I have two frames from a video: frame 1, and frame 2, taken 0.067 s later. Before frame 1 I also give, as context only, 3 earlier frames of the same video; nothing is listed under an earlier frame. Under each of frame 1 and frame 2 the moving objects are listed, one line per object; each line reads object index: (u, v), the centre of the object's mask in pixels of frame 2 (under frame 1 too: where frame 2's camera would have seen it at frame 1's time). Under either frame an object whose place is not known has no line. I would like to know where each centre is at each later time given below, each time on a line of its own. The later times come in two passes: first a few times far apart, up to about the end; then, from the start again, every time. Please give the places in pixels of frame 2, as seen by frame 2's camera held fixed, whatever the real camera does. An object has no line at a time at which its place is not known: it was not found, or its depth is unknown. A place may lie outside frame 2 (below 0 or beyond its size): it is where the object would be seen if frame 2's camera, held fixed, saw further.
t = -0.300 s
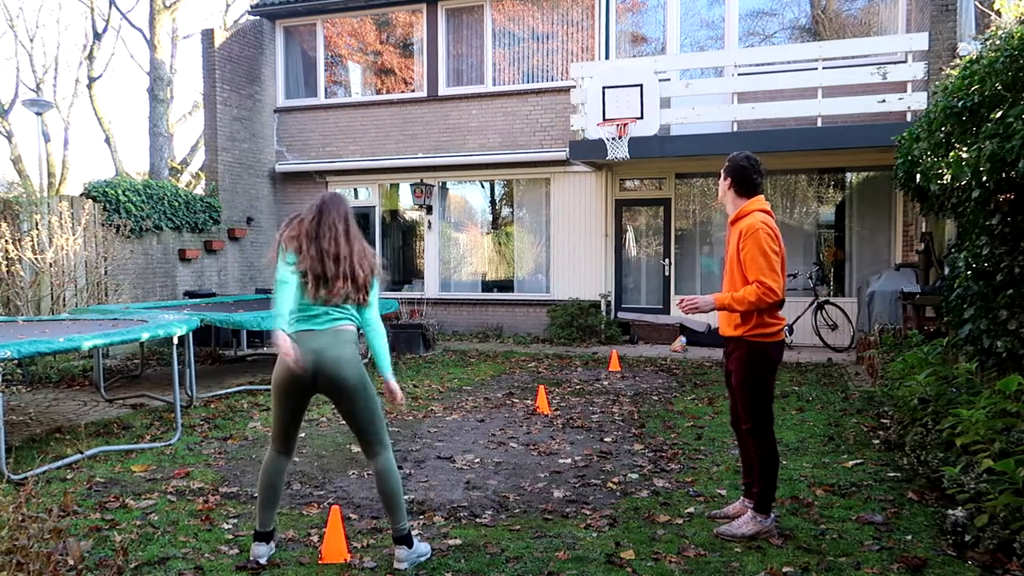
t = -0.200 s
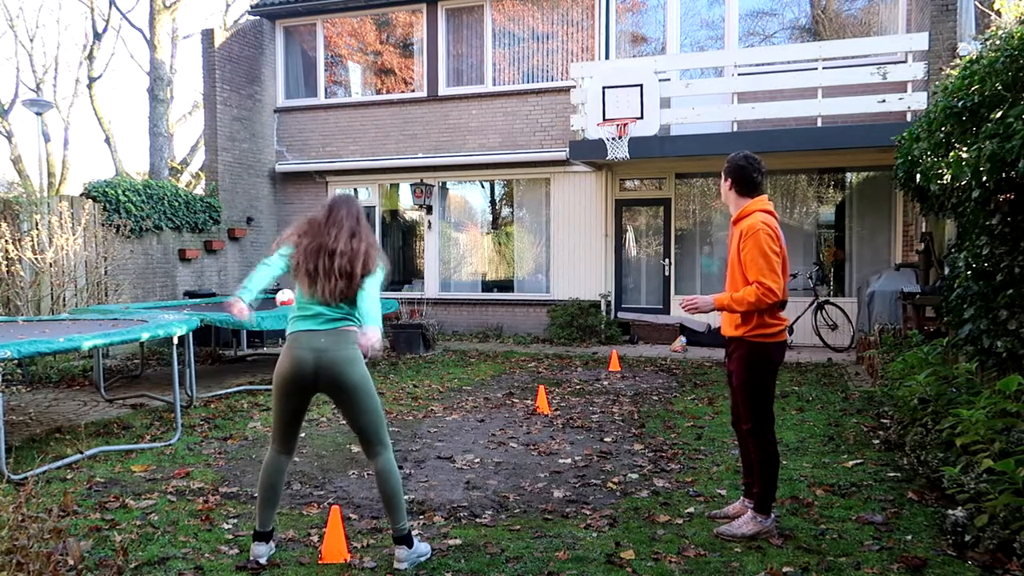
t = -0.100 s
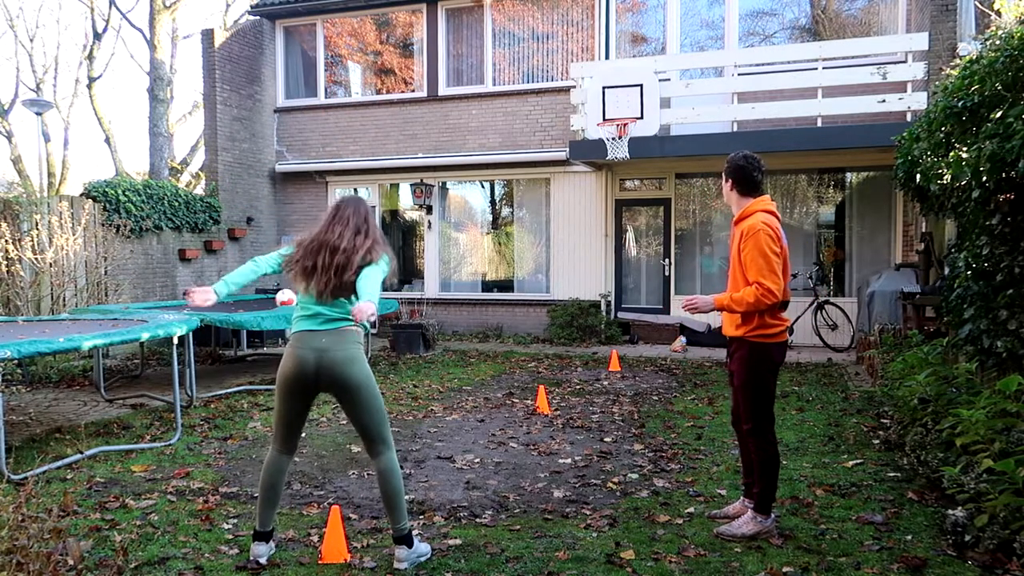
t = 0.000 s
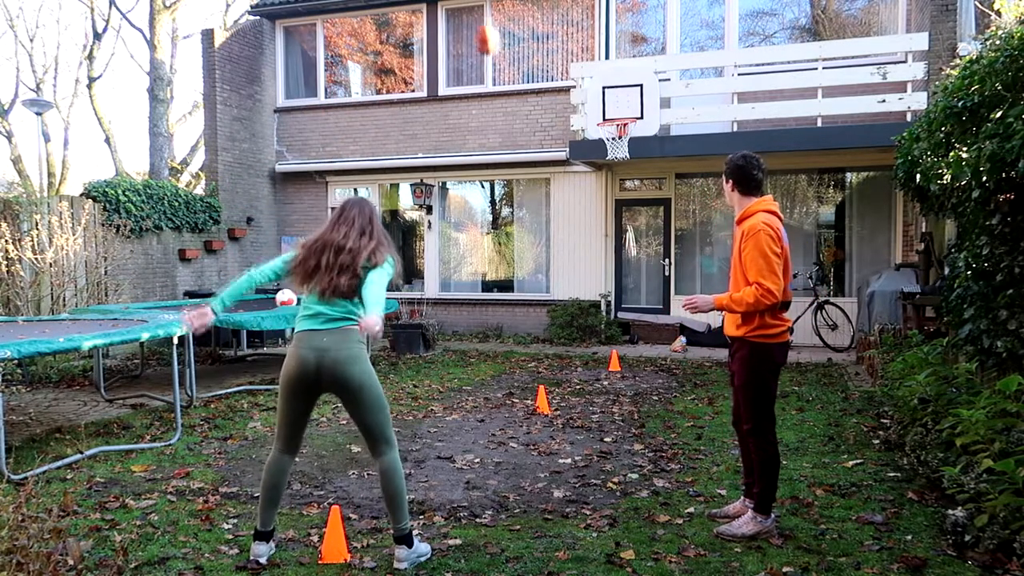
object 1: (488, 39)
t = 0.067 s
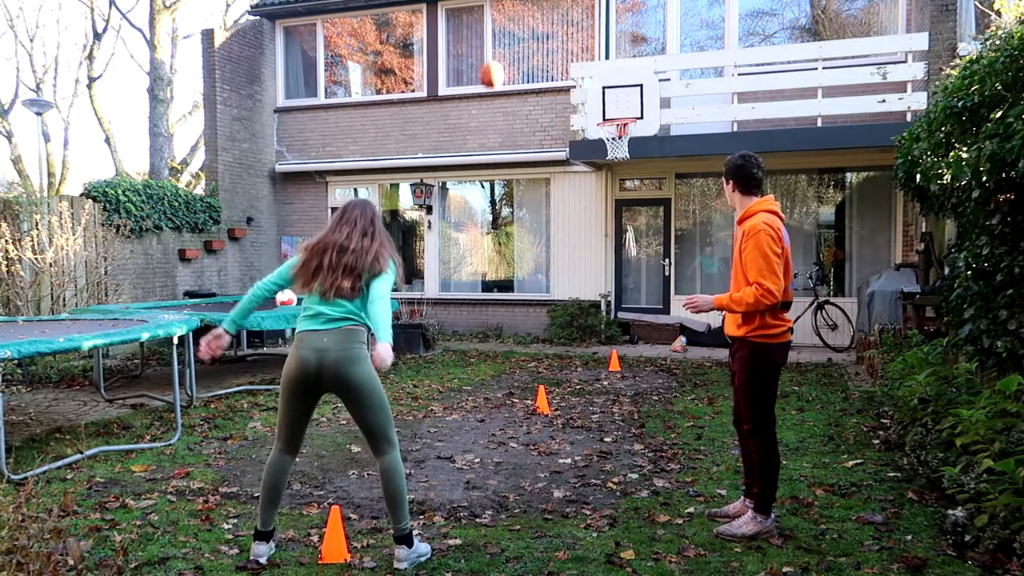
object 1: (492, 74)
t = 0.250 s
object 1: (502, 184)
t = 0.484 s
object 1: (511, 345)
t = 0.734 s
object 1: (518, 273)
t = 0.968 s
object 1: (523, 223)
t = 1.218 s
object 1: (527, 216)
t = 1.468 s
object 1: (533, 258)
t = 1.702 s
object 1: (537, 334)
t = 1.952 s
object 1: (541, 284)
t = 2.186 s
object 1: (544, 265)
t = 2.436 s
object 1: (546, 281)
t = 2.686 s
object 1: (535, 320)
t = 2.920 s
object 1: (528, 308)
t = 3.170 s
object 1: (521, 303)
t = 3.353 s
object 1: (515, 325)
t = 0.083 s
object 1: (493, 86)
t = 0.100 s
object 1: (494, 95)
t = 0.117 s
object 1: (495, 104)
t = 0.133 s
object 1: (496, 110)
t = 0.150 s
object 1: (497, 122)
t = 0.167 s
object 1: (498, 133)
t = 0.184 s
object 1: (499, 144)
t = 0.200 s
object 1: (499, 153)
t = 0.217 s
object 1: (501, 162)
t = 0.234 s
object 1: (501, 172)
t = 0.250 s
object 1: (502, 184)
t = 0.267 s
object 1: (503, 195)
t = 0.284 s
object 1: (503, 208)
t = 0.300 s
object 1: (503, 215)
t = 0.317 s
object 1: (504, 226)
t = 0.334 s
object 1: (504, 237)
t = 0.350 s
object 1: (505, 248)
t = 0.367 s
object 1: (507, 262)
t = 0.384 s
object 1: (507, 275)
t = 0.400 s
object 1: (508, 288)
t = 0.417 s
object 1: (508, 294)
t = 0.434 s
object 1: (509, 310)
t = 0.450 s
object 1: (511, 317)
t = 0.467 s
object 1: (511, 331)
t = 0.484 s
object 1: (511, 345)
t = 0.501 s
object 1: (511, 357)
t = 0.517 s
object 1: (513, 360)
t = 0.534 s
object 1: (512, 356)
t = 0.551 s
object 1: (513, 350)
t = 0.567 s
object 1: (514, 340)
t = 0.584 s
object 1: (513, 331)
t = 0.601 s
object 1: (514, 323)
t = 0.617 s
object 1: (515, 318)
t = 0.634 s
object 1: (515, 312)
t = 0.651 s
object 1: (516, 305)
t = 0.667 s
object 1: (516, 297)
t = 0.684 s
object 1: (516, 290)
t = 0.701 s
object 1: (517, 284)
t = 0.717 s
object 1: (518, 279)
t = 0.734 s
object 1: (518, 273)
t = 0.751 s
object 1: (518, 268)
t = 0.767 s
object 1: (518, 264)
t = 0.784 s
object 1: (519, 259)
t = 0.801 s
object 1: (519, 254)
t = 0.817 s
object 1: (519, 249)
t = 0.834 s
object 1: (520, 246)
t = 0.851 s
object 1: (520, 242)
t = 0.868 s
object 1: (520, 239)
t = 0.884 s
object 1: (521, 235)
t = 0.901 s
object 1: (521, 232)
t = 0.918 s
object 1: (521, 229)
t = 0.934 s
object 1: (522, 227)
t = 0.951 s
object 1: (522, 225)
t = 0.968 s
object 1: (523, 223)
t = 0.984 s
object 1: (523, 221)
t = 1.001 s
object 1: (523, 219)
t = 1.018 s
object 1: (523, 218)
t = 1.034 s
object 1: (523, 217)
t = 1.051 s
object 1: (524, 215)
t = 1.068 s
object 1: (525, 215)
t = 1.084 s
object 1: (525, 214)
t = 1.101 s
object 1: (525, 214)
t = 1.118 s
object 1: (525, 214)
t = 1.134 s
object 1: (526, 214)
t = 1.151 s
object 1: (526, 214)
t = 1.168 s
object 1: (527, 214)
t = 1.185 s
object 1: (527, 215)
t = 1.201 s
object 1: (527, 216)
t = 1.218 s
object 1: (527, 216)
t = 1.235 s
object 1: (528, 218)
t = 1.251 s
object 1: (528, 219)
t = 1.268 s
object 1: (529, 221)
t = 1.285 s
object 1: (528, 224)
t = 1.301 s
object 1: (529, 226)
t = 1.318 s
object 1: (530, 228)
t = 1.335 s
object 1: (530, 230)
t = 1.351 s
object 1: (530, 232)
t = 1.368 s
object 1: (530, 236)
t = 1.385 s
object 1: (531, 240)
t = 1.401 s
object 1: (531, 243)
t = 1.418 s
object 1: (532, 247)
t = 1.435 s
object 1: (532, 249)
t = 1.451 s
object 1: (533, 253)
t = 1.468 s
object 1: (533, 258)
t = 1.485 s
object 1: (533, 263)
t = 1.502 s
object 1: (533, 267)
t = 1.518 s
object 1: (533, 273)
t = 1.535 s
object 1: (534, 276)
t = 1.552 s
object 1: (534, 281)
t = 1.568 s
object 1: (534, 286)
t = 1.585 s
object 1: (535, 291)
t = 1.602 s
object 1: (535, 297)
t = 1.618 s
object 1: (535, 303)
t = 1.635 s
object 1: (536, 307)
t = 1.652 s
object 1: (536, 313)
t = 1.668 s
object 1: (537, 320)
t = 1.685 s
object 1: (537, 326)
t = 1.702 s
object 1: (537, 334)
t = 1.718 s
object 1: (537, 337)
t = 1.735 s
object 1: (537, 337)
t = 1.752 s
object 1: (538, 333)
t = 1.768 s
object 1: (538, 326)
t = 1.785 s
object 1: (538, 323)
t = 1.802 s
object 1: (539, 317)
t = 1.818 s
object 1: (539, 312)
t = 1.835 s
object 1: (539, 310)
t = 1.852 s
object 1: (539, 306)
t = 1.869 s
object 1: (540, 301)
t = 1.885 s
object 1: (540, 298)
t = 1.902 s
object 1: (540, 294)
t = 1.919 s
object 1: (540, 290)
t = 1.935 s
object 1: (540, 288)
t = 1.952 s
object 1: (541, 284)
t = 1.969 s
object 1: (541, 282)
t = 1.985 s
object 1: (541, 280)
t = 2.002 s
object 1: (542, 277)
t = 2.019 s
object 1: (542, 275)
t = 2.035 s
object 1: (542, 273)
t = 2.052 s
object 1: (542, 271)
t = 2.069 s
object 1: (543, 270)
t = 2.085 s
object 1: (543, 269)
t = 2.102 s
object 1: (543, 268)
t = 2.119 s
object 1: (544, 267)
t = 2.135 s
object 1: (544, 266)
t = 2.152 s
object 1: (544, 265)
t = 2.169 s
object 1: (544, 265)
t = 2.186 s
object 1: (544, 265)
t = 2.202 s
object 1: (545, 265)
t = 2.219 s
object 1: (545, 265)
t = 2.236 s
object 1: (545, 265)
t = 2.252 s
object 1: (546, 266)
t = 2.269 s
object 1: (546, 266)
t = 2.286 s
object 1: (546, 267)
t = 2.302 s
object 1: (547, 268)
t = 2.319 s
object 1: (547, 269)
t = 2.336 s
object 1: (547, 271)
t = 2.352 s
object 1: (547, 273)
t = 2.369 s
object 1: (548, 274)
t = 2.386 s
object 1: (548, 276)
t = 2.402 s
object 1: (548, 278)
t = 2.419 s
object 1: (547, 280)
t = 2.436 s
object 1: (546, 281)
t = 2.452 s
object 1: (545, 282)
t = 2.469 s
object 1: (545, 283)
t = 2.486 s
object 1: (544, 284)
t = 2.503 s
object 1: (544, 287)
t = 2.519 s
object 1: (543, 289)
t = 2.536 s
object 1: (542, 291)
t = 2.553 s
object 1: (541, 293)
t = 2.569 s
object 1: (540, 296)
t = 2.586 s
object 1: (540, 298)
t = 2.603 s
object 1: (539, 302)
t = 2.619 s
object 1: (538, 306)
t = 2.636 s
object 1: (537, 309)
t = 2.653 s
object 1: (536, 311)
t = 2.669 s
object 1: (536, 315)
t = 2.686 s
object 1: (535, 320)
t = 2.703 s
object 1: (535, 325)
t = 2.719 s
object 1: (534, 329)
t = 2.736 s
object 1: (533, 332)
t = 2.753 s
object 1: (532, 334)
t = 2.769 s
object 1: (532, 333)
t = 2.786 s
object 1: (532, 329)
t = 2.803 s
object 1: (531, 326)
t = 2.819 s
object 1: (530, 323)
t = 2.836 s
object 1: (530, 321)
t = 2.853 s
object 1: (529, 318)
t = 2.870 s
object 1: (529, 315)
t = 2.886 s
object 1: (529, 313)
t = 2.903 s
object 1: (528, 310)
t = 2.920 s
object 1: (528, 308)
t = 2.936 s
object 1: (528, 307)
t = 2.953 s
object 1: (527, 306)
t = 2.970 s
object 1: (527, 305)
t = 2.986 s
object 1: (526, 303)
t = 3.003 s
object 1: (525, 302)
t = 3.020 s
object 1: (525, 302)
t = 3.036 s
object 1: (525, 301)
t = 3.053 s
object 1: (525, 301)
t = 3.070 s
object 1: (524, 301)
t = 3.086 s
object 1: (524, 300)
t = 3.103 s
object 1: (523, 301)
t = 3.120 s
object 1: (523, 301)
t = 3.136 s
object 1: (522, 301)
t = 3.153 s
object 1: (521, 302)
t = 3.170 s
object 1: (521, 303)
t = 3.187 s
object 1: (520, 304)
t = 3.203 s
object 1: (520, 305)
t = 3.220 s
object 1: (520, 307)
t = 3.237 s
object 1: (520, 308)
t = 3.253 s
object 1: (518, 310)
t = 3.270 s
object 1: (518, 312)
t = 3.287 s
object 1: (518, 315)
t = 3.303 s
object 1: (517, 317)
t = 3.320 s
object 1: (516, 320)
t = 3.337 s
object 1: (516, 322)
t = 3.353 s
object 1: (515, 325)
